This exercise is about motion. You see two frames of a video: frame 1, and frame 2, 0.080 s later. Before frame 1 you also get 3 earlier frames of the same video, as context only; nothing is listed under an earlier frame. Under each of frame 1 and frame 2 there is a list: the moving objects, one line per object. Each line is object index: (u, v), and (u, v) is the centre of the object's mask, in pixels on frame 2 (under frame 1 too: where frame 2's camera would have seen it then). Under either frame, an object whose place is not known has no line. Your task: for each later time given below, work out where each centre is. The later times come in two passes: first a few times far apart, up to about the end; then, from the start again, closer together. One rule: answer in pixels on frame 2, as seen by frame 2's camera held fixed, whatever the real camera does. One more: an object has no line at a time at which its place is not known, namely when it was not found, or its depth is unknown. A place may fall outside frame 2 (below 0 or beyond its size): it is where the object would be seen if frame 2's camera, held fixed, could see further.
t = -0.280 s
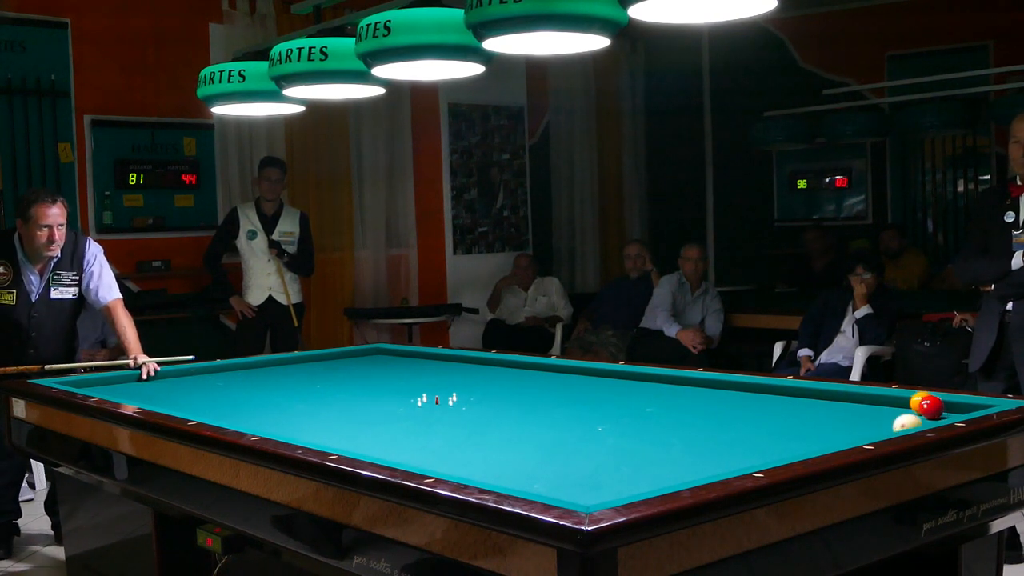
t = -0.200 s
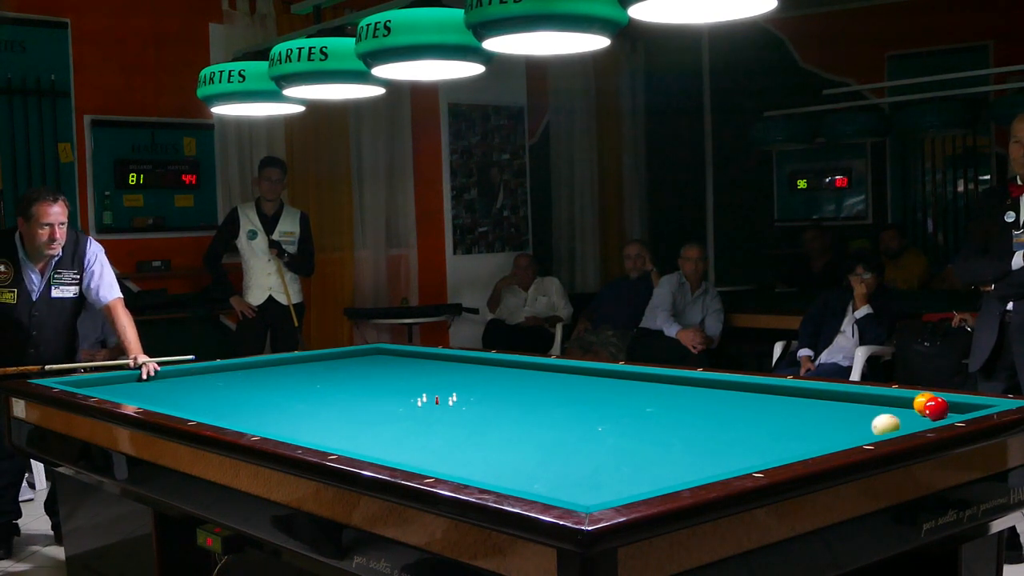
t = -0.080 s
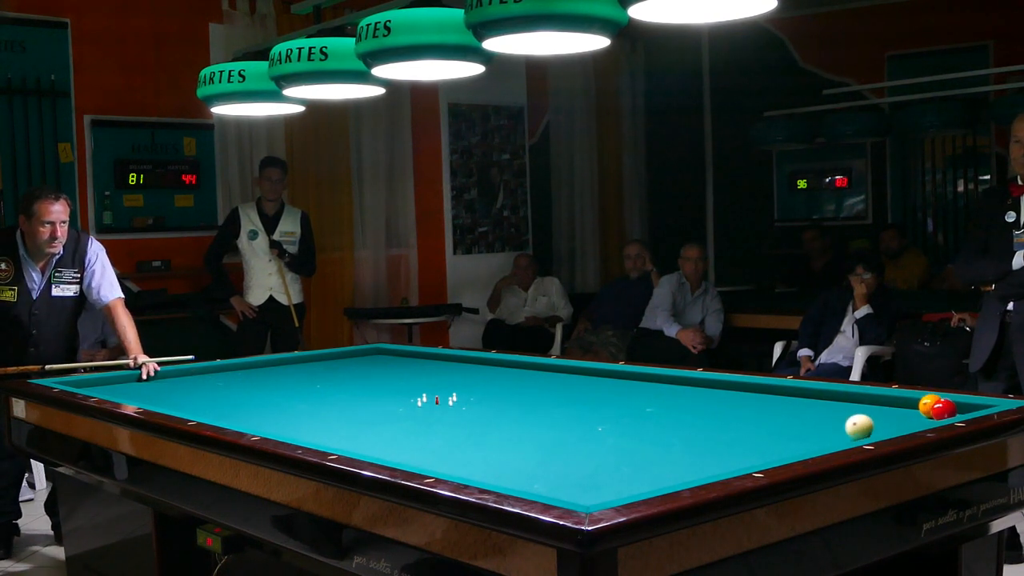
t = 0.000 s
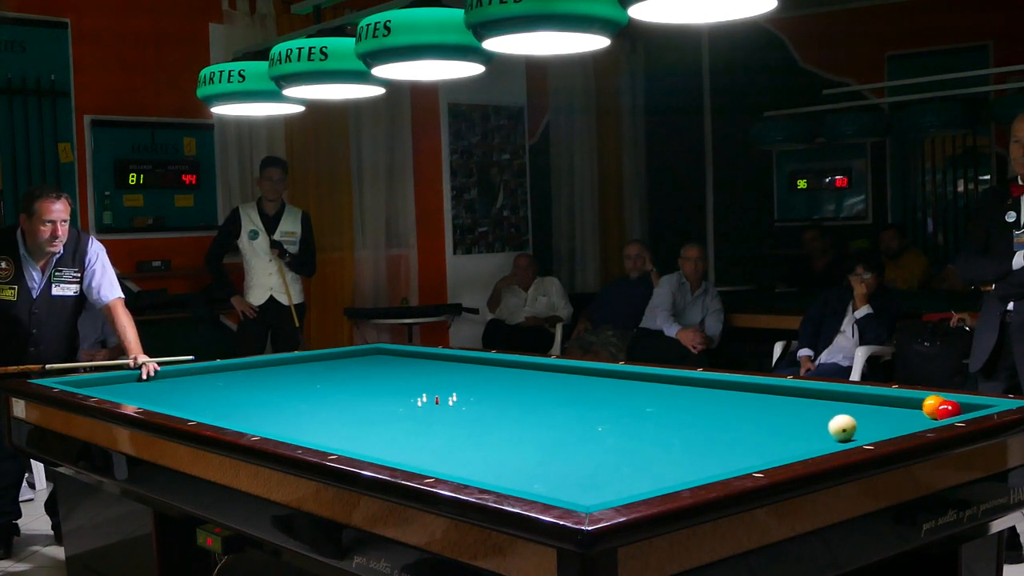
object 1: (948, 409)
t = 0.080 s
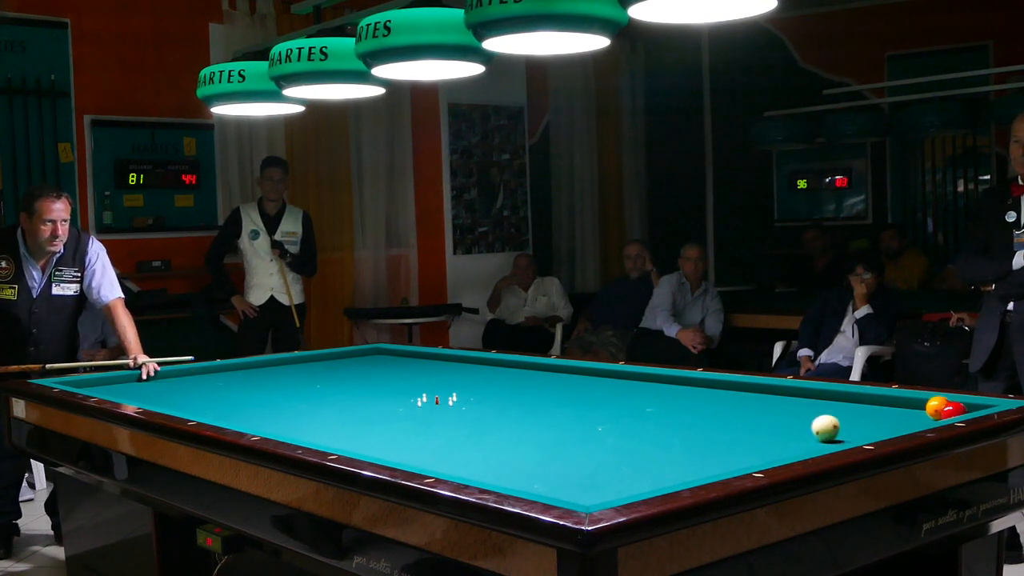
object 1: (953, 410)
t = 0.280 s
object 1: (951, 411)
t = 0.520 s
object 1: (933, 413)
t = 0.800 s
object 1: (915, 416)
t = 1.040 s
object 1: (900, 419)
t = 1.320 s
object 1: (883, 421)
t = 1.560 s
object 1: (869, 422)
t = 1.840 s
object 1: (855, 424)
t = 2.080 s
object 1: (843, 425)
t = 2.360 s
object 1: (830, 426)
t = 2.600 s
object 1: (820, 427)
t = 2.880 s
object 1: (810, 428)
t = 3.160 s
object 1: (801, 428)
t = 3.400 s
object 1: (794, 429)
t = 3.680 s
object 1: (787, 430)
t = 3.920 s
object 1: (783, 430)
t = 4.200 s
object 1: (778, 430)
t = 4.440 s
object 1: (775, 430)
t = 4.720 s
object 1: (773, 430)
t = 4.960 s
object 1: (772, 430)
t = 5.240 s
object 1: (773, 430)
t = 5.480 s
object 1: (773, 430)
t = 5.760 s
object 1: (773, 430)
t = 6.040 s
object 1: (773, 430)
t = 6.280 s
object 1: (773, 430)
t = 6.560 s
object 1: (773, 430)
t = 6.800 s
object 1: (773, 430)
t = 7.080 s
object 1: (773, 430)
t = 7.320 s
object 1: (773, 430)
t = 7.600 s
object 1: (773, 430)
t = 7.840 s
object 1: (773, 430)
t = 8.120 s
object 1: (773, 430)
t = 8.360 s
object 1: (773, 430)
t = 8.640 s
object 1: (773, 430)
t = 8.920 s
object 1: (773, 430)
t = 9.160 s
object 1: (773, 430)
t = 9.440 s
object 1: (773, 430)
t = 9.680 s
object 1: (773, 430)
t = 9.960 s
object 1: (773, 430)
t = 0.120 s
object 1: (955, 410)
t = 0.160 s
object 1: (958, 410)
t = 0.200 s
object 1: (957, 410)
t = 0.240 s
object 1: (953, 411)
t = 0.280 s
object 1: (951, 411)
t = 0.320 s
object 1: (947, 412)
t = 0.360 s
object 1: (944, 412)
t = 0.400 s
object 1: (941, 412)
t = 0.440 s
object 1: (938, 413)
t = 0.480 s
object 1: (936, 413)
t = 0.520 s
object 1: (933, 413)
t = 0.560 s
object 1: (931, 414)
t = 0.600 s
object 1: (928, 414)
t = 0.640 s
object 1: (925, 415)
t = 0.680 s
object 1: (923, 415)
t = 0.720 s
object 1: (920, 415)
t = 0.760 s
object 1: (917, 416)
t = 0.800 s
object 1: (915, 416)
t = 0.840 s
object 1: (912, 417)
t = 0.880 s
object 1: (910, 417)
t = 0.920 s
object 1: (907, 417)
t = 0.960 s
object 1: (905, 418)
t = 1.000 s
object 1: (902, 418)
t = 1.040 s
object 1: (900, 419)
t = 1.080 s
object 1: (897, 419)
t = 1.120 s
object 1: (895, 419)
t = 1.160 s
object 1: (892, 420)
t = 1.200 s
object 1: (890, 420)
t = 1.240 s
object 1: (888, 420)
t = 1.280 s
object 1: (885, 421)
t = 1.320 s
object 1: (883, 421)
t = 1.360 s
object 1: (881, 421)
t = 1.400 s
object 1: (878, 421)
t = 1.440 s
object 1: (876, 422)
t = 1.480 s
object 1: (874, 422)
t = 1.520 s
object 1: (872, 422)
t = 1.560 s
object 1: (869, 422)
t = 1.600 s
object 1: (867, 423)
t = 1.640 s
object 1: (865, 423)
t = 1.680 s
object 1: (863, 423)
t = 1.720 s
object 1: (861, 423)
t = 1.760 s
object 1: (859, 423)
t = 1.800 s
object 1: (857, 424)
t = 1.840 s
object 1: (855, 424)
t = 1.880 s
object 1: (853, 424)
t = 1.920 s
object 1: (851, 424)
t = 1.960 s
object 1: (849, 424)
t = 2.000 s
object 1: (847, 424)
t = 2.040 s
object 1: (845, 425)
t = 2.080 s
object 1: (843, 425)
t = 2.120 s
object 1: (841, 425)
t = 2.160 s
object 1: (839, 425)
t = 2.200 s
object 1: (837, 425)
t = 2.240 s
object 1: (835, 425)
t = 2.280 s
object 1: (833, 426)
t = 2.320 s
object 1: (832, 426)
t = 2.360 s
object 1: (830, 426)
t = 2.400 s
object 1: (828, 426)
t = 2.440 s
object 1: (827, 426)
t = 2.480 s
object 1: (825, 426)
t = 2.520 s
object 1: (823, 426)
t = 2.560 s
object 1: (822, 427)
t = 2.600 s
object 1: (820, 427)
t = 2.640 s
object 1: (818, 427)
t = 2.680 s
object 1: (817, 427)
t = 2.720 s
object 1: (815, 427)
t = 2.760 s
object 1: (814, 427)
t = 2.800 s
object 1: (812, 427)
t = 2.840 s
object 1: (811, 428)
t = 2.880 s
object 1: (810, 428)
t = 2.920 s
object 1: (808, 428)
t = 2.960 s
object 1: (807, 428)
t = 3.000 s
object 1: (806, 428)
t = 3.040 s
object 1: (804, 428)
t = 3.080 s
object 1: (803, 428)
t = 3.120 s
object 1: (802, 428)
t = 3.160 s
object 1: (801, 428)
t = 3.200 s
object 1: (800, 428)
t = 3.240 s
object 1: (798, 428)
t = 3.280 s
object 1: (797, 429)
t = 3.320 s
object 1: (796, 429)
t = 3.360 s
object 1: (795, 429)
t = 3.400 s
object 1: (794, 429)
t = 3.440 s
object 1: (793, 429)
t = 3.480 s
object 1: (792, 429)
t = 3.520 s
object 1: (791, 429)
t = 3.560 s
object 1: (790, 429)
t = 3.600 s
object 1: (789, 429)
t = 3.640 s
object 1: (788, 429)
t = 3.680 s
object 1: (787, 430)
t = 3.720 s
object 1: (787, 430)
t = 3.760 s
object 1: (786, 430)
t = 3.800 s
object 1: (785, 430)
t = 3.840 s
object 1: (784, 430)
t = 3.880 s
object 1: (783, 430)
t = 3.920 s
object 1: (783, 430)
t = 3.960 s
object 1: (782, 430)
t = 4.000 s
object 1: (781, 430)
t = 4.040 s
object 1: (780, 430)
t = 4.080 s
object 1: (780, 430)
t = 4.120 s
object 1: (779, 430)
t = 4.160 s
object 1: (779, 430)
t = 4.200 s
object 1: (778, 430)
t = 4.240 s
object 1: (777, 430)
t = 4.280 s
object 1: (777, 430)
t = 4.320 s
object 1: (776, 430)
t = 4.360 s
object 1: (776, 430)
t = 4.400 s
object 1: (775, 430)
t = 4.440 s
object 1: (775, 430)
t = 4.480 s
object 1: (775, 430)
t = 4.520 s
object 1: (774, 430)
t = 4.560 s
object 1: (774, 430)
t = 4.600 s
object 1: (774, 430)
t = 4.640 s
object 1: (773, 430)
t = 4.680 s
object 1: (773, 430)
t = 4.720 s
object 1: (773, 430)
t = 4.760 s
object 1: (773, 430)
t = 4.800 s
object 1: (772, 430)
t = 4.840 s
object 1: (772, 430)
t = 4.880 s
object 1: (772, 430)
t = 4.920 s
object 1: (772, 430)
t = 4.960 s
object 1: (772, 430)
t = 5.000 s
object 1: (772, 430)
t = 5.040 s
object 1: (772, 430)
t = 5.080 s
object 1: (772, 430)
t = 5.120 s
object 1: (772, 430)
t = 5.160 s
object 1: (773, 430)
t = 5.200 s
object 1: (773, 430)
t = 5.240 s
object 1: (773, 430)
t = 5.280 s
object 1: (773, 430)
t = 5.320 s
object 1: (773, 430)
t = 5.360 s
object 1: (773, 430)
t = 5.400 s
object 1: (773, 430)
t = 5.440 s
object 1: (773, 430)
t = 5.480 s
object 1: (773, 430)
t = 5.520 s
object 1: (773, 430)
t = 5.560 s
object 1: (773, 430)
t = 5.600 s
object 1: (773, 430)
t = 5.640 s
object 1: (773, 430)
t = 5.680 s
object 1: (773, 430)
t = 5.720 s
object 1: (773, 430)
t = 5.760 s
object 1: (773, 430)
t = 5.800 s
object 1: (773, 430)
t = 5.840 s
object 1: (773, 430)
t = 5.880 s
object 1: (773, 430)
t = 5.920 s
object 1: (773, 430)
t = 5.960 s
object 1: (773, 430)
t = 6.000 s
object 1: (773, 430)
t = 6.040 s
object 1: (773, 430)
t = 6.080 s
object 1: (773, 430)
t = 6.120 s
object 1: (773, 430)
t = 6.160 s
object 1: (773, 430)
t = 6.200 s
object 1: (773, 430)
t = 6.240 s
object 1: (773, 430)
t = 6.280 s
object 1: (773, 430)
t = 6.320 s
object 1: (773, 430)
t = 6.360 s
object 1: (773, 430)
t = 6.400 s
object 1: (773, 430)
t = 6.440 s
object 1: (773, 430)
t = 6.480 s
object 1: (773, 430)
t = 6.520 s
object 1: (773, 430)
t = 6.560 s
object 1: (773, 430)
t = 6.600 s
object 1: (773, 430)
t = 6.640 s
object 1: (773, 430)
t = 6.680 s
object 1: (773, 430)
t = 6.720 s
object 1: (773, 430)
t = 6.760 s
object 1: (773, 430)
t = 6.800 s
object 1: (773, 430)
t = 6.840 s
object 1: (773, 430)
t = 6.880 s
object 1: (773, 430)
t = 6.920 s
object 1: (773, 430)
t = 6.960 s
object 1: (773, 430)
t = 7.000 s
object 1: (773, 430)
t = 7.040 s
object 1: (773, 430)
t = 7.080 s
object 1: (773, 430)
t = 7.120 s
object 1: (773, 430)
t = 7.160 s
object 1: (773, 430)
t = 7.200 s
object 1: (773, 430)
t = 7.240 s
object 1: (773, 430)
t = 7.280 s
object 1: (773, 430)
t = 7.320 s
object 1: (773, 430)
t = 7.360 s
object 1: (773, 430)
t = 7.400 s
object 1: (773, 430)
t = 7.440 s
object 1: (773, 430)
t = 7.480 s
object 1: (773, 430)
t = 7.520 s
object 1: (773, 430)
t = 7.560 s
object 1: (773, 430)
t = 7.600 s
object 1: (773, 430)
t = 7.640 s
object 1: (773, 430)
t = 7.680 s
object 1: (773, 430)
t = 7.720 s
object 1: (773, 430)
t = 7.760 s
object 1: (773, 430)
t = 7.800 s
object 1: (773, 430)
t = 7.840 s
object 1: (773, 430)
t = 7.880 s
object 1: (773, 430)
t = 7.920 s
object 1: (773, 430)
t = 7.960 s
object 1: (773, 430)
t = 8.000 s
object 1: (773, 430)
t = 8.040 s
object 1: (773, 430)
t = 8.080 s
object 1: (773, 430)
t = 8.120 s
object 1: (773, 430)
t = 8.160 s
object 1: (773, 430)
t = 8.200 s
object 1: (773, 430)
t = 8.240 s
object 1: (773, 430)
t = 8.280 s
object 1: (773, 430)
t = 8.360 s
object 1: (773, 430)
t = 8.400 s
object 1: (773, 430)
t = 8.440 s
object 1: (773, 430)
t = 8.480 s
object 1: (773, 430)
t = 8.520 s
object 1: (773, 430)
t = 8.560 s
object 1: (773, 430)
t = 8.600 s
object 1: (773, 430)
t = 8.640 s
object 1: (773, 430)
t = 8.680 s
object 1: (773, 430)
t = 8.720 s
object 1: (773, 430)
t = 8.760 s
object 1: (773, 430)
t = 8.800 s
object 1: (773, 430)
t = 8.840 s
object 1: (773, 430)
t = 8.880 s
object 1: (773, 430)
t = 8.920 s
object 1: (773, 430)
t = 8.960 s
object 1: (773, 430)
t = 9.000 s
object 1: (773, 430)
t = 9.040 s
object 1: (773, 430)
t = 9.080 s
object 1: (773, 430)
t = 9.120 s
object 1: (773, 430)
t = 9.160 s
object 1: (773, 430)
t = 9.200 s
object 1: (773, 430)
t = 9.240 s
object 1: (773, 430)
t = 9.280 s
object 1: (773, 430)
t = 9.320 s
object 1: (773, 430)
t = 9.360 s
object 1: (773, 430)
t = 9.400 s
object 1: (773, 430)
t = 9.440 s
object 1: (773, 430)
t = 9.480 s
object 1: (773, 430)
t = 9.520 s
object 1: (773, 430)
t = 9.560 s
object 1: (773, 430)
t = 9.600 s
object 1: (773, 430)
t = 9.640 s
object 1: (773, 430)
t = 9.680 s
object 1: (773, 430)
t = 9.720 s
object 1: (773, 430)
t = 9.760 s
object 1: (773, 430)
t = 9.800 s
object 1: (773, 430)
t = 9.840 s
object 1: (773, 430)
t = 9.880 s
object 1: (773, 430)
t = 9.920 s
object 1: (773, 430)
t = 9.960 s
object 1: (773, 430)
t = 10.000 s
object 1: (773, 430)
